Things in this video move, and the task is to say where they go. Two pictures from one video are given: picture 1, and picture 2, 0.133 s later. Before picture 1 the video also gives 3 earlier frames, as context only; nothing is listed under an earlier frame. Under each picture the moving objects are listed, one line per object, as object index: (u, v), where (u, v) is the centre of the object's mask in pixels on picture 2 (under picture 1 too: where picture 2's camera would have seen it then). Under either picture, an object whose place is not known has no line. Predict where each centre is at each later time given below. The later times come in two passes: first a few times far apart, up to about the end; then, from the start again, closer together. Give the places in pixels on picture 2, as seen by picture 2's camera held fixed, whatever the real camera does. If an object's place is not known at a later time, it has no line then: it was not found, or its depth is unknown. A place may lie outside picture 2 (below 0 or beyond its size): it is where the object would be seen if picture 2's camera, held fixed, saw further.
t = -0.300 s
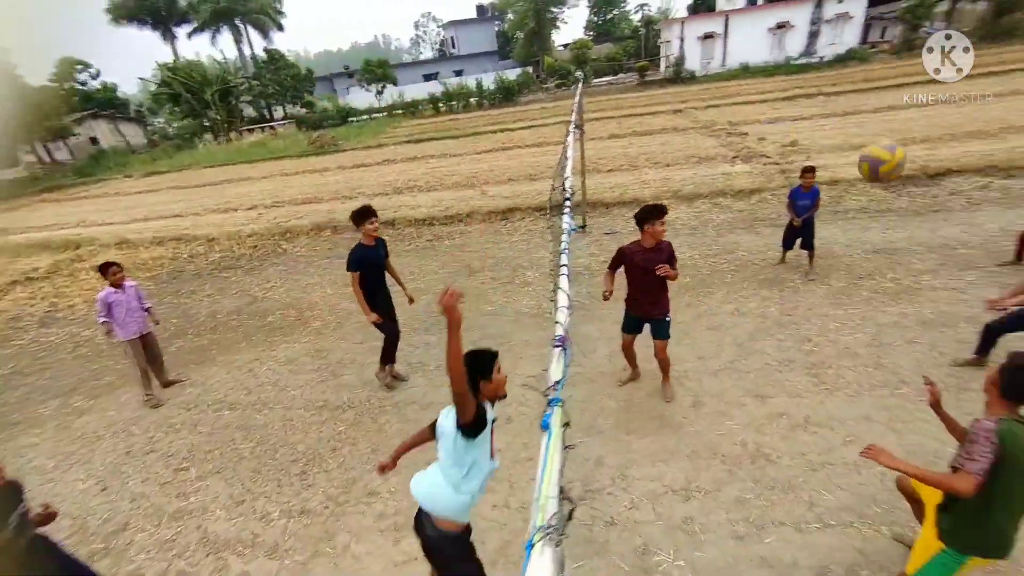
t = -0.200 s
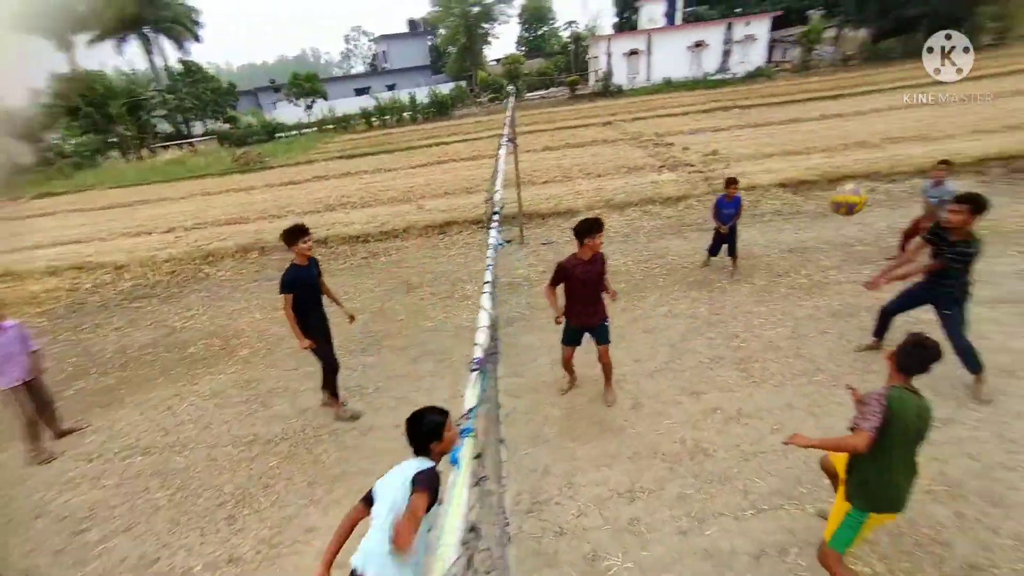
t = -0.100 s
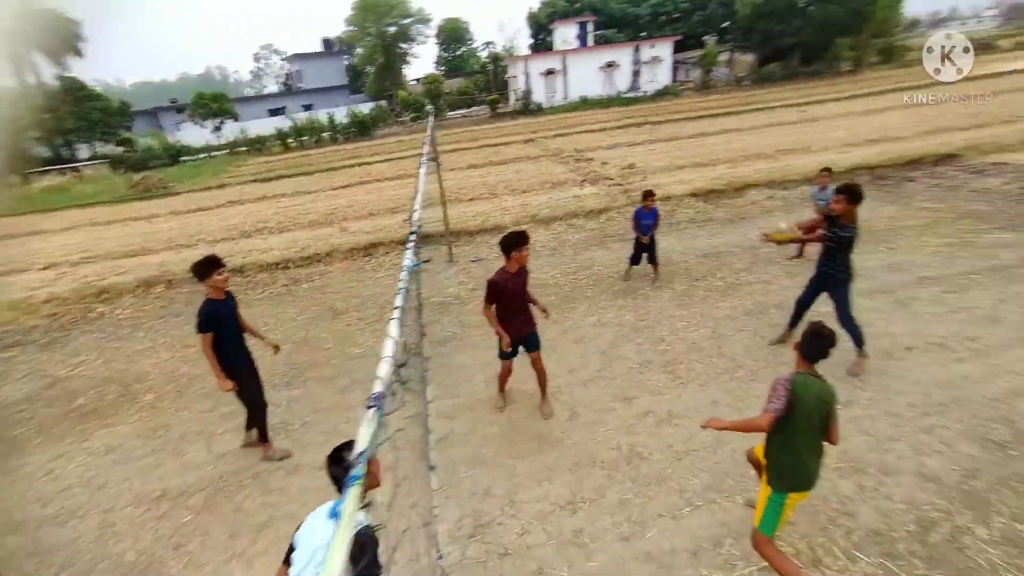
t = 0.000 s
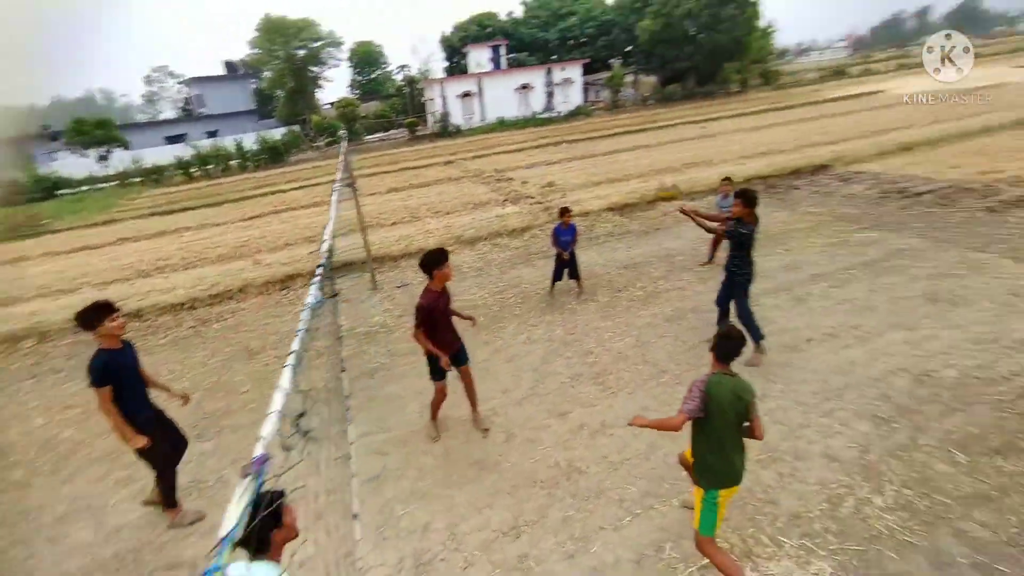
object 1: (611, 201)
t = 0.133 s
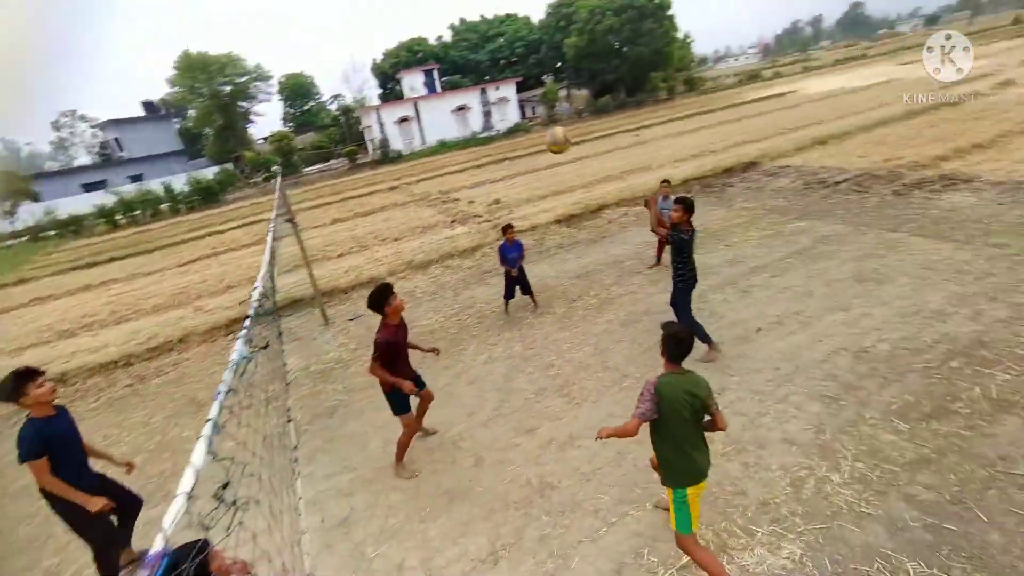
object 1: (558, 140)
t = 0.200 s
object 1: (531, 115)
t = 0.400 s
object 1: (433, 70)
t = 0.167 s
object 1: (544, 127)
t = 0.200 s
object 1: (531, 115)
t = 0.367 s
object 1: (449, 75)
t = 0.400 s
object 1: (433, 70)
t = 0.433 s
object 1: (417, 67)
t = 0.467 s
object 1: (400, 66)
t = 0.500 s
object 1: (384, 68)
